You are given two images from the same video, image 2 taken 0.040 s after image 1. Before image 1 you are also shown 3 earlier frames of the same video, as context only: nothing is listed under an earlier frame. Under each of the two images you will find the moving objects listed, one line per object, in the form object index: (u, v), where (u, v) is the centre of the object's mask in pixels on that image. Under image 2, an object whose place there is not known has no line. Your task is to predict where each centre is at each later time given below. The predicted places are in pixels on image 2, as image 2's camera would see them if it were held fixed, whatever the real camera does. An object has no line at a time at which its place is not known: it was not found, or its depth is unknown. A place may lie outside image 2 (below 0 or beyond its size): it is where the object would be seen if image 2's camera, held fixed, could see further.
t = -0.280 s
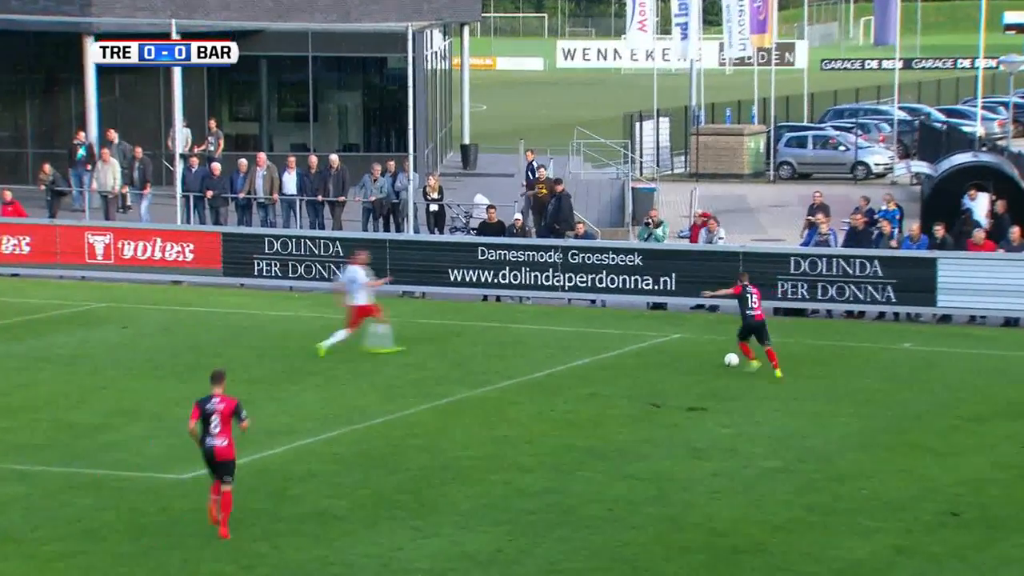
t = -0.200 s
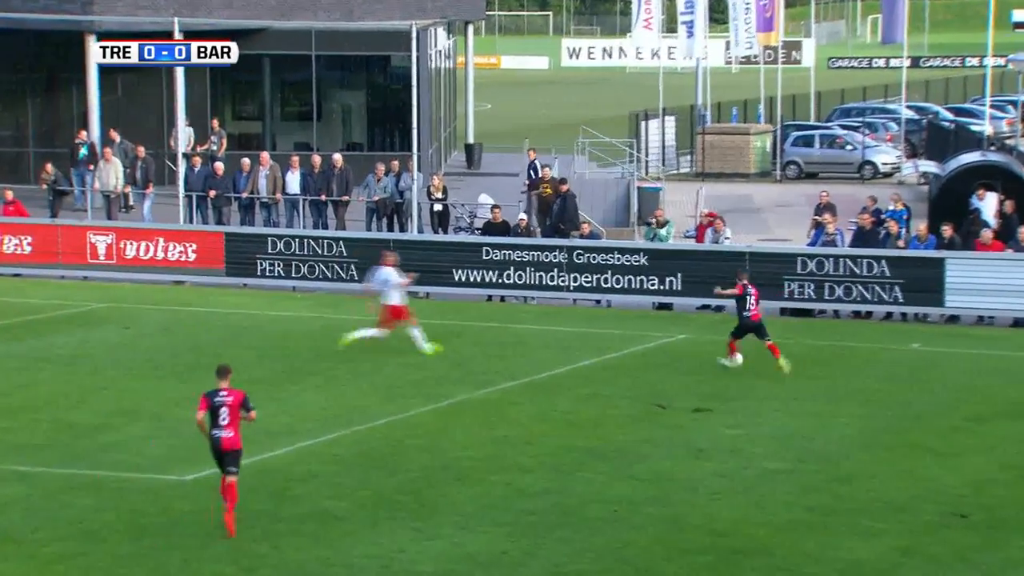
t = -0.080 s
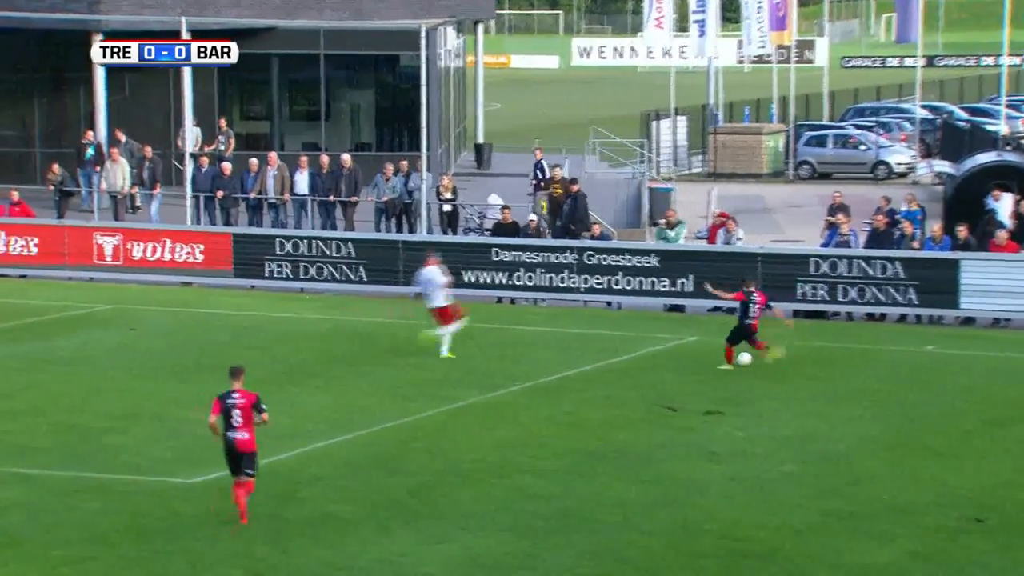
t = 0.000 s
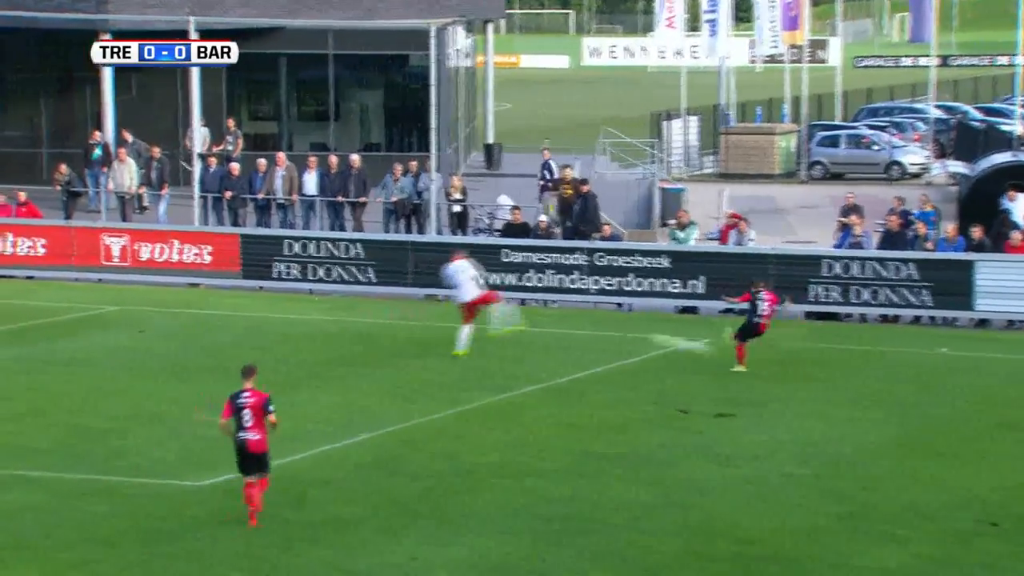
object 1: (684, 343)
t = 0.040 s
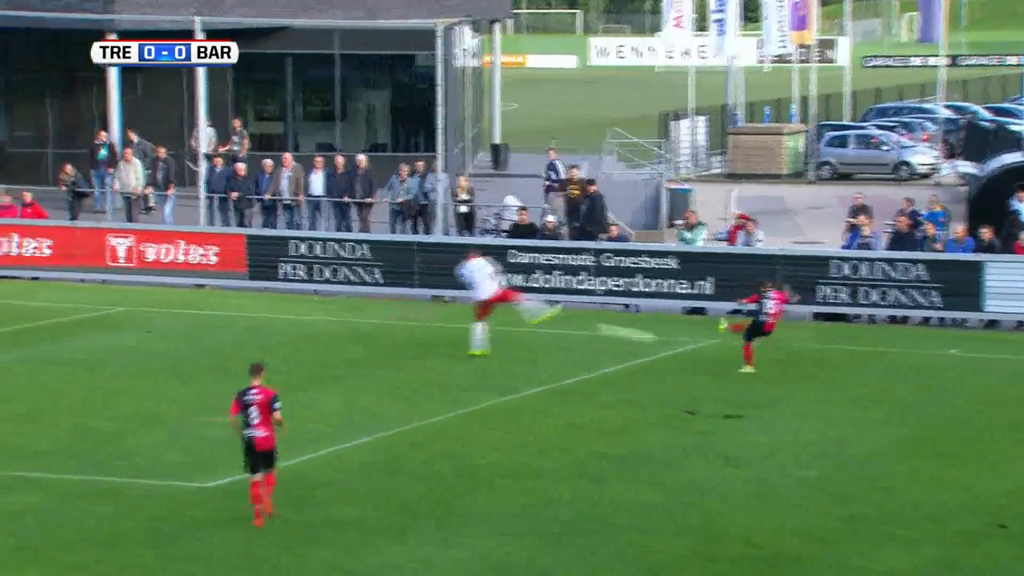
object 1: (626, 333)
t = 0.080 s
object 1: (565, 323)
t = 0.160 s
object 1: (448, 308)
